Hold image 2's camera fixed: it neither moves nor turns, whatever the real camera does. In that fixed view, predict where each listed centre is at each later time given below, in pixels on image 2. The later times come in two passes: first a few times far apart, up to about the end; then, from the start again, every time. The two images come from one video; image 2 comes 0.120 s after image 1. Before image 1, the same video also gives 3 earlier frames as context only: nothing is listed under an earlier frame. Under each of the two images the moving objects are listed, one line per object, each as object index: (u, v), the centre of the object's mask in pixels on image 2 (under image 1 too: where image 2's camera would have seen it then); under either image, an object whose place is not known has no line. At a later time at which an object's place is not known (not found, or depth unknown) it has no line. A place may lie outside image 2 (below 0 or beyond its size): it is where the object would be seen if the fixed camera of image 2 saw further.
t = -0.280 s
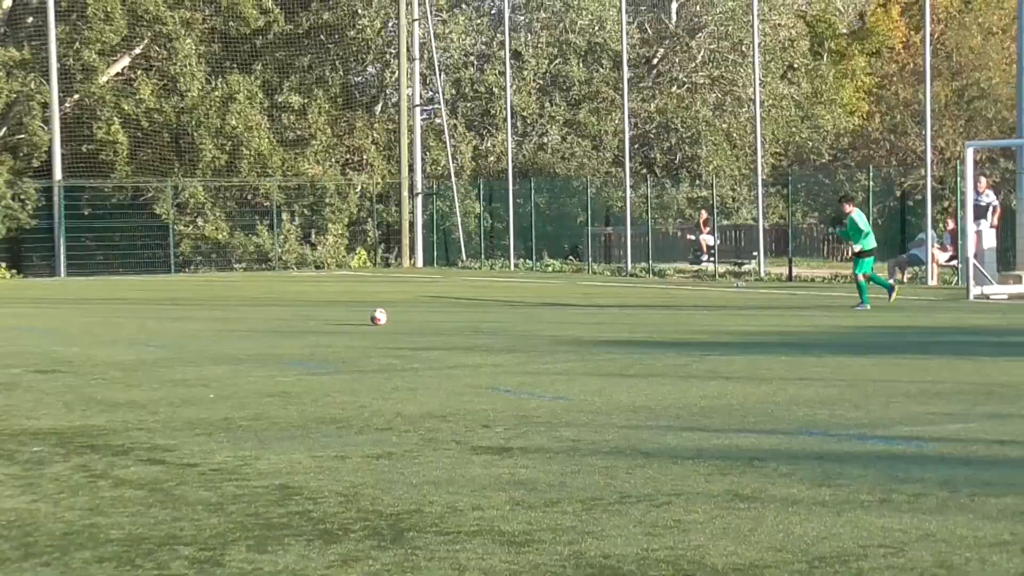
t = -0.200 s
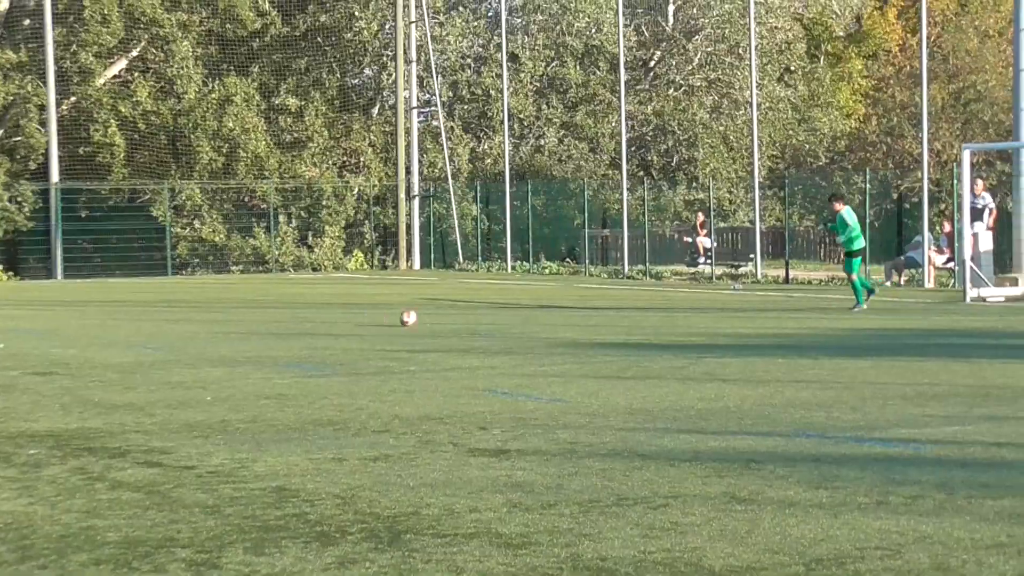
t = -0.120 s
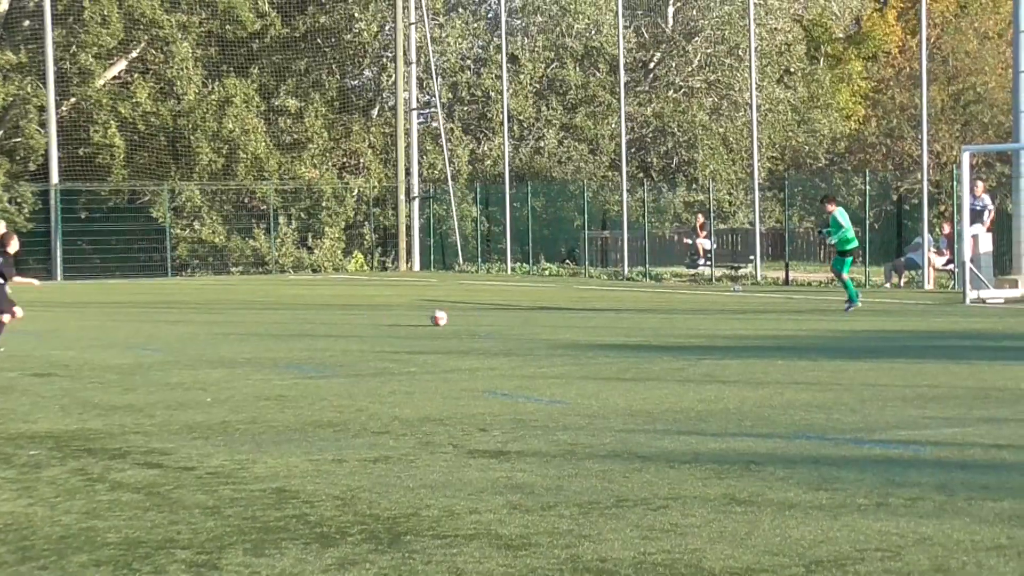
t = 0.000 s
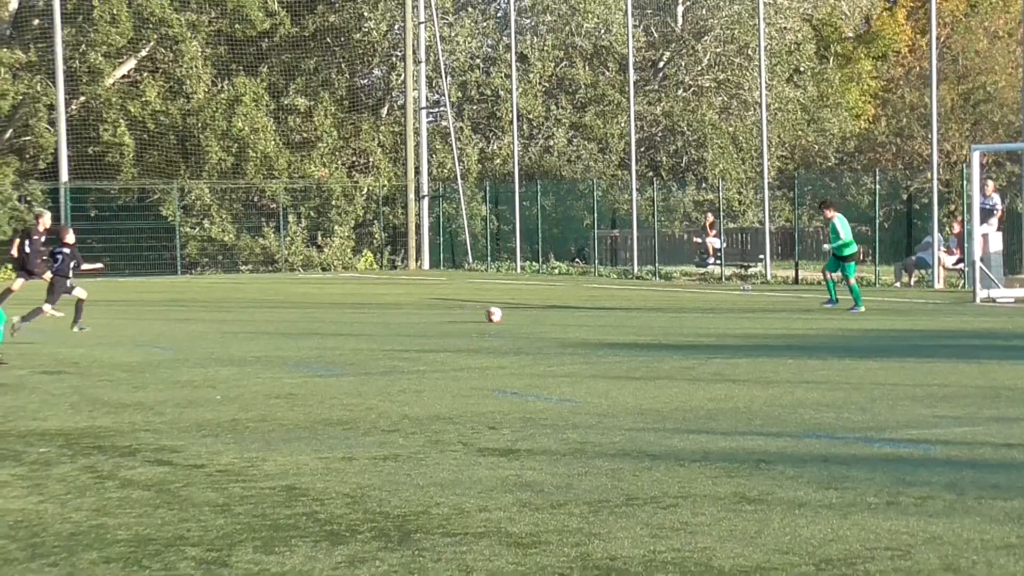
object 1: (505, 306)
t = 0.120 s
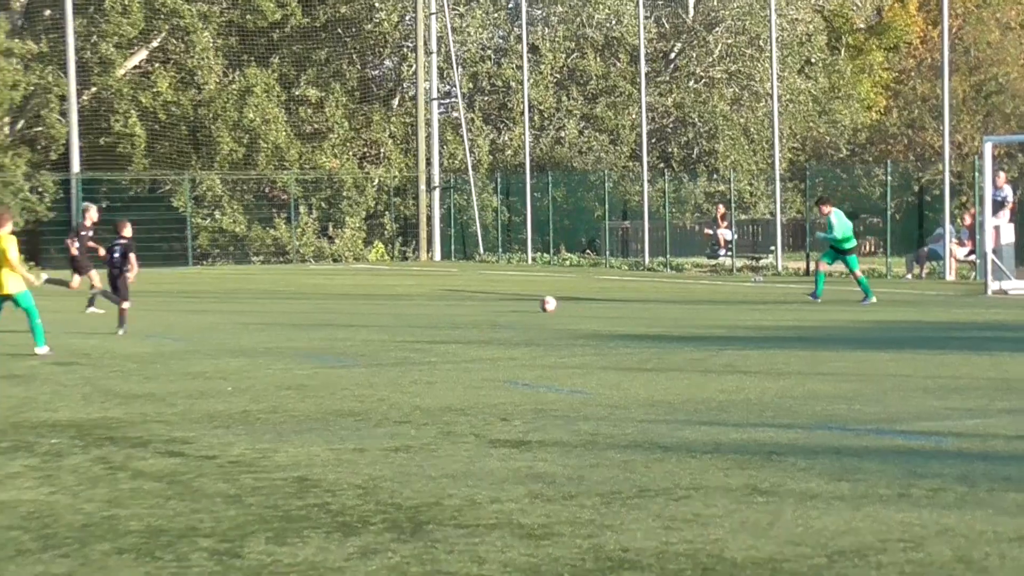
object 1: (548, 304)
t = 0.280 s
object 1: (604, 303)
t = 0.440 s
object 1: (656, 300)
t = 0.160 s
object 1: (562, 304)
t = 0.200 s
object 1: (576, 303)
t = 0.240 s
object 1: (590, 303)
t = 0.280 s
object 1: (604, 303)
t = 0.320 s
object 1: (617, 301)
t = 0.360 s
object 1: (630, 301)
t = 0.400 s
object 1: (643, 301)
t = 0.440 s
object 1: (656, 300)
